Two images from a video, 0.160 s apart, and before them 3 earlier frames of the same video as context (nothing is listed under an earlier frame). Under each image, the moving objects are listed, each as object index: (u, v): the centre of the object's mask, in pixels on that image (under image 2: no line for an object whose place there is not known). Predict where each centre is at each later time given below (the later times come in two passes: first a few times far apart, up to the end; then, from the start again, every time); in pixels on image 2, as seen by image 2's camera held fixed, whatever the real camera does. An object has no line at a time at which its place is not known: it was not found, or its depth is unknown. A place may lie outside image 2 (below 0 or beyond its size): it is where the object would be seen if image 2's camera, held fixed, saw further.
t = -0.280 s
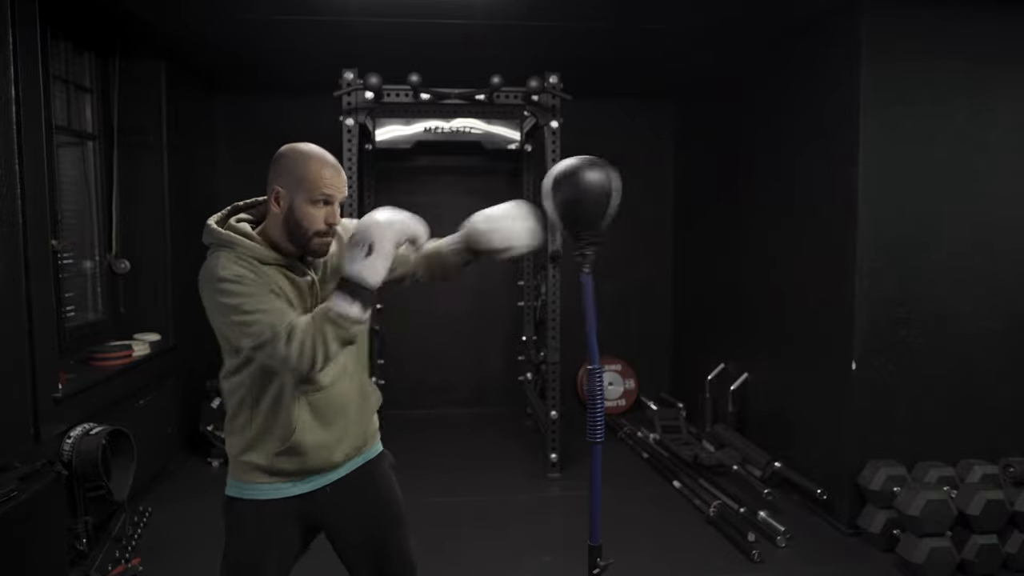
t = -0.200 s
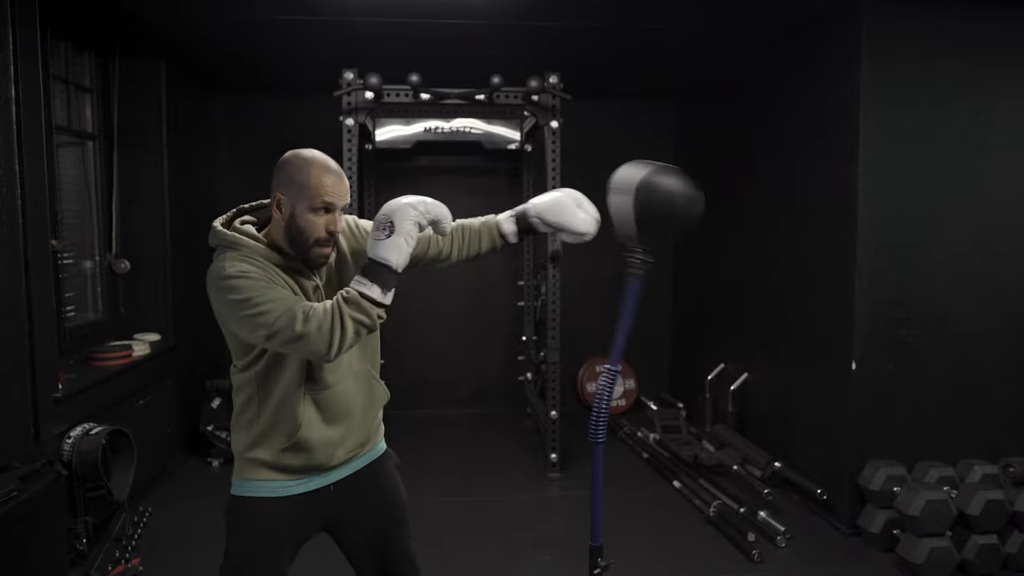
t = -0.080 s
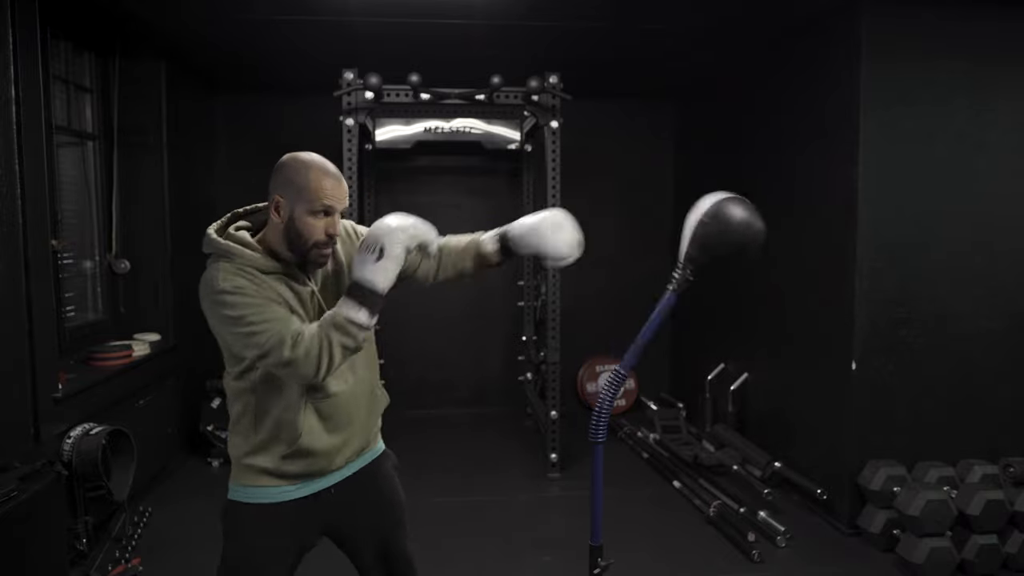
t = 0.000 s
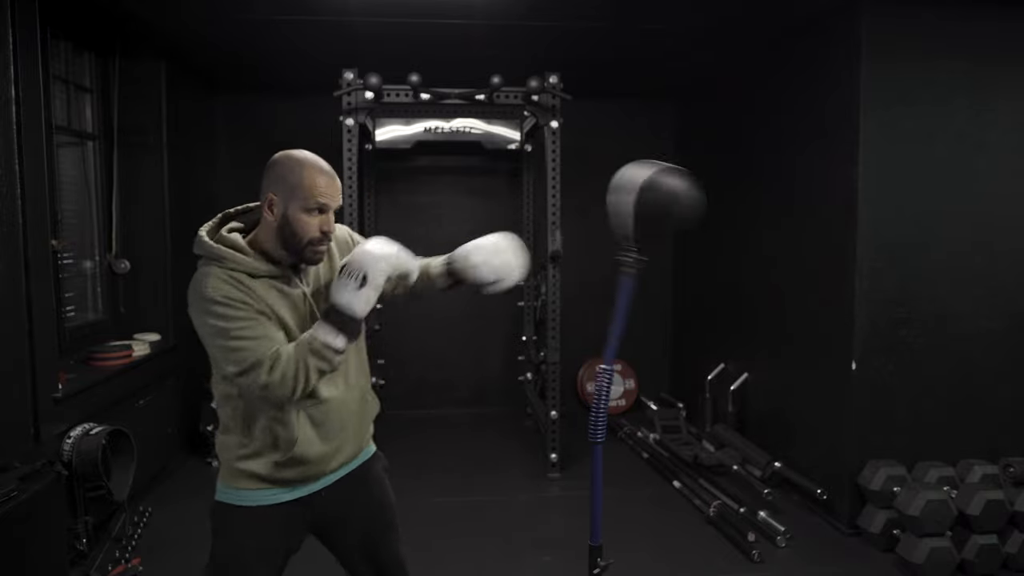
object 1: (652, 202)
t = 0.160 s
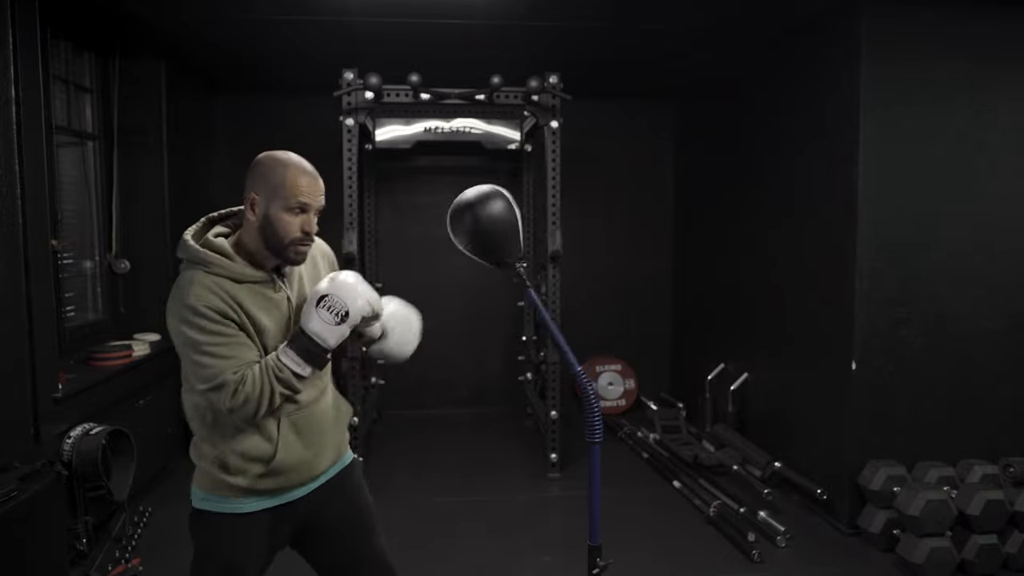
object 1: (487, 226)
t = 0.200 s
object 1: (495, 221)
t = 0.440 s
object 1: (717, 228)
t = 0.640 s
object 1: (522, 209)
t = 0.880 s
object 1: (656, 205)
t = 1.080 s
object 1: (635, 200)
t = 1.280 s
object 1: (512, 214)
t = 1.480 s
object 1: (699, 219)
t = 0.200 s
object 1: (495, 221)
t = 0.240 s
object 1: (525, 207)
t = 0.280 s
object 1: (574, 195)
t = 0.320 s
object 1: (627, 198)
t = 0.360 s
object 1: (676, 211)
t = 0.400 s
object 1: (708, 224)
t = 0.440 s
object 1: (717, 228)
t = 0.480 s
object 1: (701, 224)
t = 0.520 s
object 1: (666, 210)
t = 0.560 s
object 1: (617, 195)
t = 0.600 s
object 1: (566, 200)
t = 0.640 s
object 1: (522, 209)
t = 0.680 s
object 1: (497, 220)
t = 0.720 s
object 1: (496, 221)
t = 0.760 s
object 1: (518, 211)
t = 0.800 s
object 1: (557, 200)
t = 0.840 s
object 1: (607, 193)
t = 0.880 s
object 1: (656, 205)
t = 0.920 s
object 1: (693, 220)
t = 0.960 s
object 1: (710, 224)
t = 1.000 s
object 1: (702, 222)
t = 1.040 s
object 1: (677, 212)
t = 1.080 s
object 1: (635, 200)
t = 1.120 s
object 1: (589, 192)
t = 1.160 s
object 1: (540, 203)
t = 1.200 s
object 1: (511, 214)
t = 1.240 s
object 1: (500, 219)
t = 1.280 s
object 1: (512, 214)
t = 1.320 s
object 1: (544, 203)
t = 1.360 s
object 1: (590, 196)
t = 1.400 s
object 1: (636, 200)
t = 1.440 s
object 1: (675, 210)
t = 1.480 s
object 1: (699, 219)
